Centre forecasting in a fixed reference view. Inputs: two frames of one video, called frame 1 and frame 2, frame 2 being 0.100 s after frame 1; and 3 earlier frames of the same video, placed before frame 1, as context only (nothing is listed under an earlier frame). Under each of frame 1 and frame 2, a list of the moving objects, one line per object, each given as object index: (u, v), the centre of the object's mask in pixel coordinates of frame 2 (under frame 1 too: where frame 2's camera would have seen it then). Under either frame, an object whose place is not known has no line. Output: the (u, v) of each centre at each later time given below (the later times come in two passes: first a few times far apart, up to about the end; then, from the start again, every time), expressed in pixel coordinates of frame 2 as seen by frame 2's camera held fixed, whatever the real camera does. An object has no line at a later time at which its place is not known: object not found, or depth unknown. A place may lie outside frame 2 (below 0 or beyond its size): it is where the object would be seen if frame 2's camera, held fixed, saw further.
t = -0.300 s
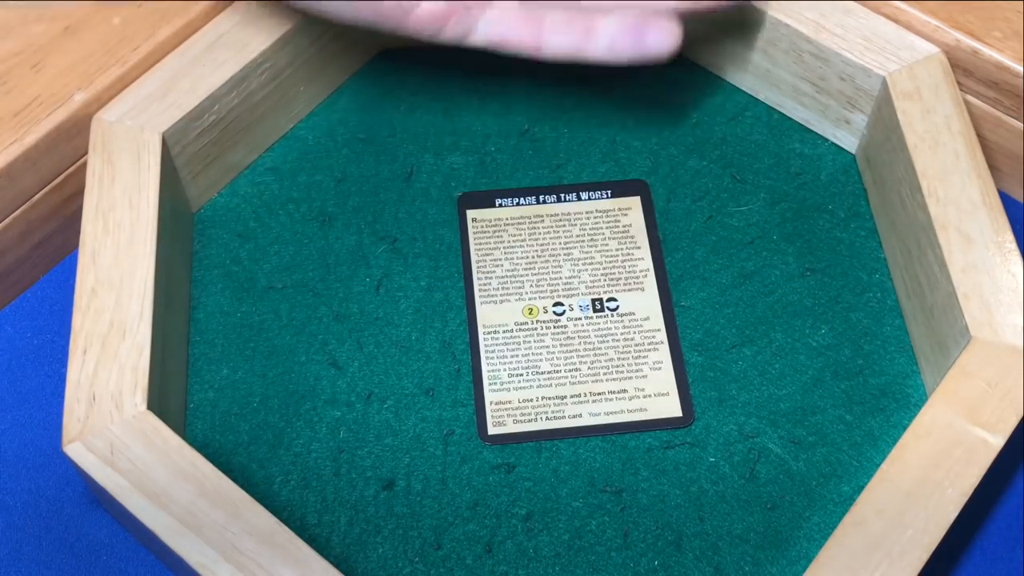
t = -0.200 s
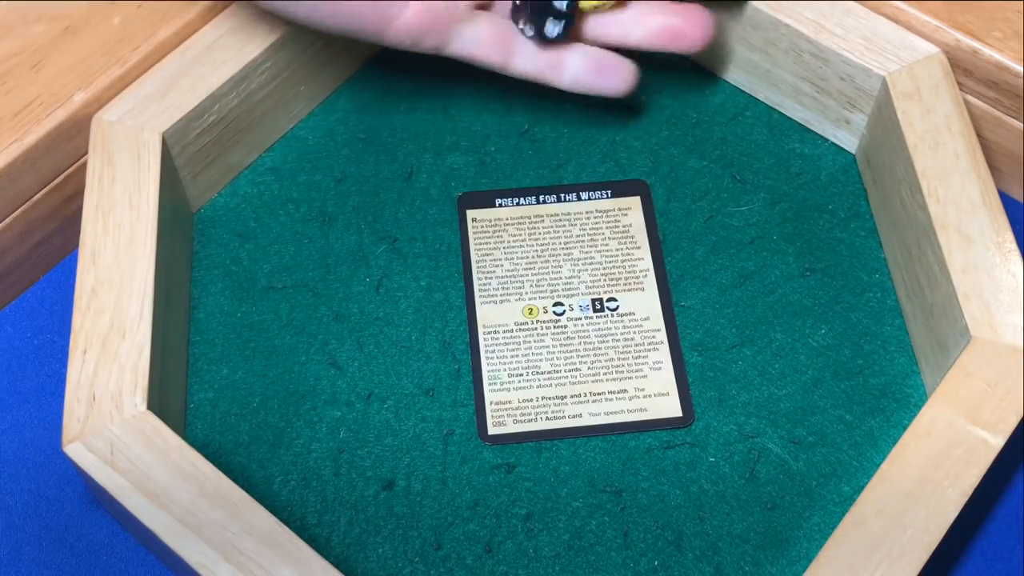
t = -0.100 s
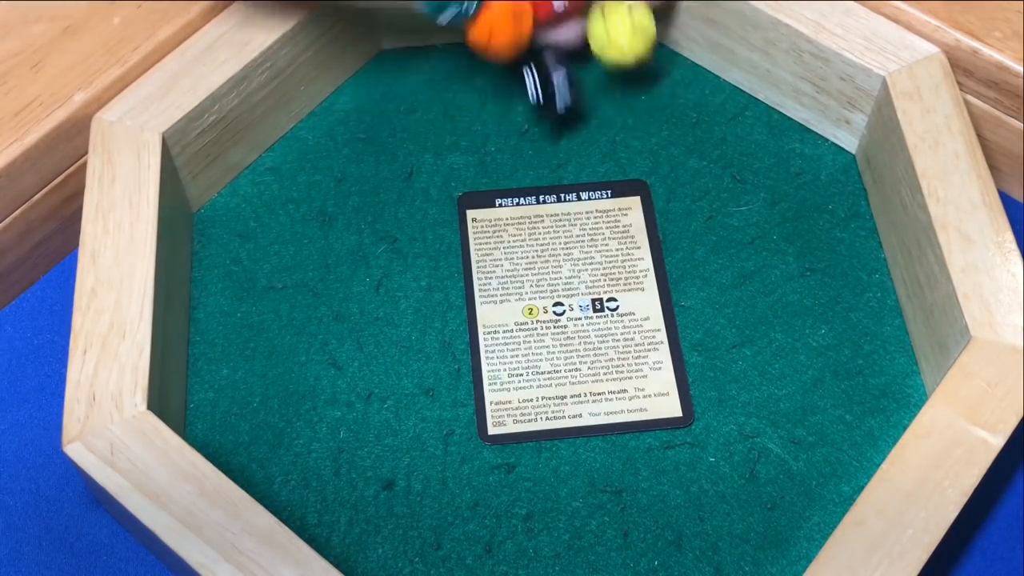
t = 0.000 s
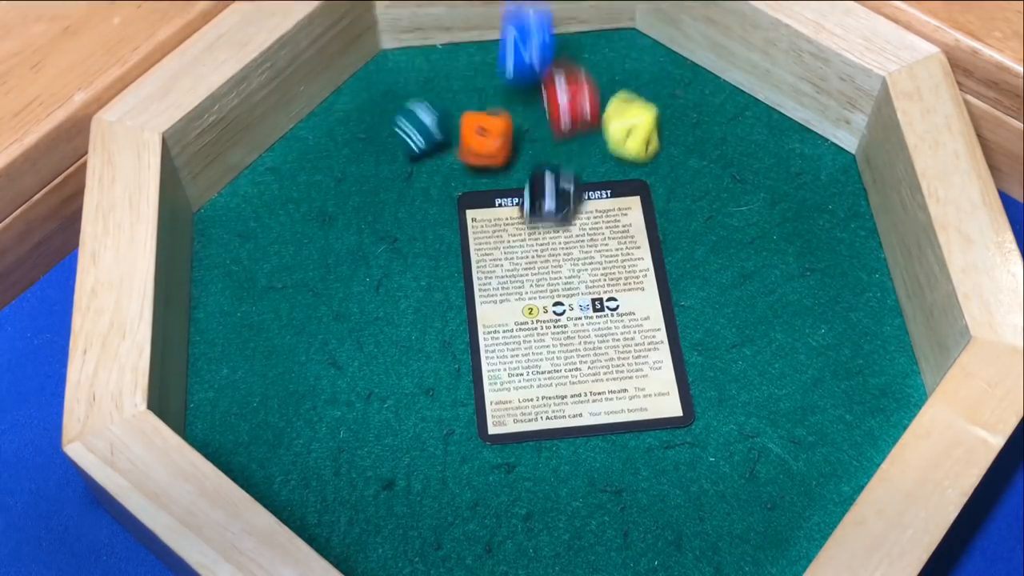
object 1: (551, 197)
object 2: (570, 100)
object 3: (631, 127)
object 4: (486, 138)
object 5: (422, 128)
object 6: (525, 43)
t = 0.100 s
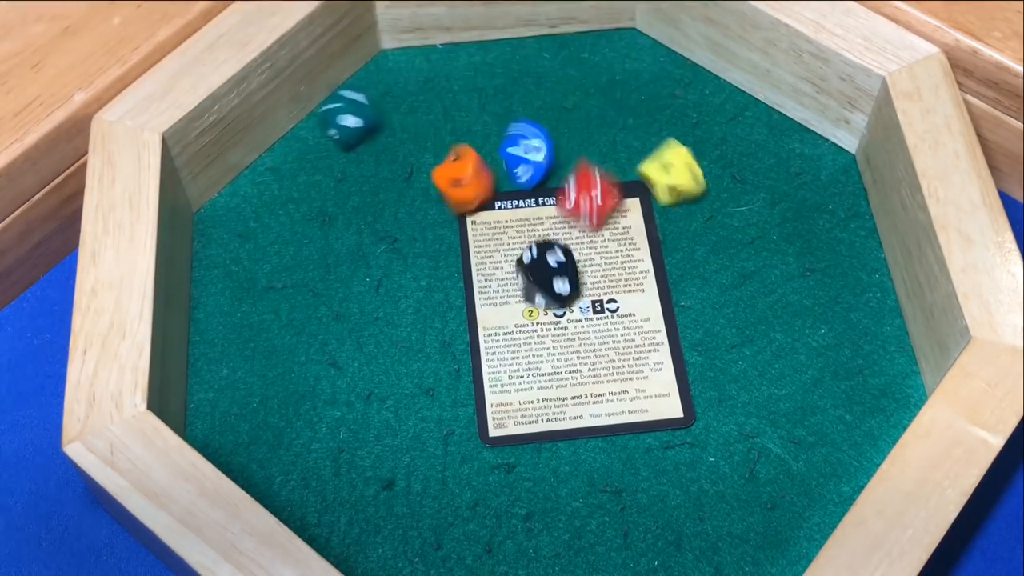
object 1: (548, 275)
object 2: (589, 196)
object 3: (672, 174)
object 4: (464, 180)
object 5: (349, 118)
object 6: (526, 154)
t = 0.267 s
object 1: (541, 331)
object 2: (598, 286)
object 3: (680, 212)
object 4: (426, 218)
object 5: (304, 136)
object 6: (585, 226)
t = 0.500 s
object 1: (541, 333)
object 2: (599, 288)
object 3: (682, 211)
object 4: (419, 227)
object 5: (302, 137)
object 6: (600, 230)
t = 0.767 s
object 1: (541, 333)
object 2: (599, 288)
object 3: (683, 211)
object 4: (418, 227)
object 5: (302, 137)
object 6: (600, 230)
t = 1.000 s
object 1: (540, 333)
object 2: (599, 288)
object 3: (683, 211)
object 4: (418, 227)
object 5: (302, 137)
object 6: (600, 230)
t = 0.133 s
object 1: (549, 292)
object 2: (593, 226)
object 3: (688, 181)
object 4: (460, 189)
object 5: (325, 118)
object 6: (538, 170)
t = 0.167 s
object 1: (550, 305)
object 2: (594, 252)
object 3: (697, 192)
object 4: (455, 200)
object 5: (322, 126)
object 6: (552, 188)
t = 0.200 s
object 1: (549, 314)
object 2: (597, 272)
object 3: (692, 201)
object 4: (448, 203)
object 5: (317, 132)
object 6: (564, 203)
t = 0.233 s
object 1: (544, 326)
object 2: (597, 282)
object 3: (685, 207)
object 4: (440, 209)
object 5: (310, 134)
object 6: (576, 215)
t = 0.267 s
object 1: (541, 331)
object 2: (598, 286)
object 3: (680, 212)
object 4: (426, 218)
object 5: (304, 136)
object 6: (585, 226)
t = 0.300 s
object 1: (540, 332)
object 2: (599, 287)
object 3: (678, 211)
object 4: (420, 222)
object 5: (302, 137)
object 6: (591, 230)
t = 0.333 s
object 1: (540, 332)
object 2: (599, 288)
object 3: (679, 211)
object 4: (415, 225)
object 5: (302, 137)
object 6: (597, 231)
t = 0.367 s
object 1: (540, 332)
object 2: (599, 288)
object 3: (683, 211)
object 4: (415, 223)
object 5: (302, 137)
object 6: (600, 230)
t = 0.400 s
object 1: (540, 333)
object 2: (599, 288)
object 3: (685, 209)
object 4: (416, 225)
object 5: (302, 137)
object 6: (600, 230)
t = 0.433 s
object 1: (541, 333)
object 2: (599, 288)
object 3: (684, 210)
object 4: (418, 227)
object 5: (302, 137)
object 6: (600, 230)
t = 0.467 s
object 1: (541, 333)
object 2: (599, 288)
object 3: (682, 211)
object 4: (419, 227)
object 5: (302, 137)
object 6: (600, 230)
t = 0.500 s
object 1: (541, 333)
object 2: (599, 288)
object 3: (682, 211)
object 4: (419, 227)
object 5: (302, 137)
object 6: (600, 230)
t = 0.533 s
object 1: (541, 332)
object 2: (599, 288)
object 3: (683, 211)
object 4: (418, 227)
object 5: (302, 137)
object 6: (600, 230)
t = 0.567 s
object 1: (541, 333)
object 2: (599, 288)
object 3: (683, 211)
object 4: (418, 227)
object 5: (302, 137)
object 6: (600, 230)
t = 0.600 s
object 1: (541, 333)
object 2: (599, 288)
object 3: (683, 211)
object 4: (418, 227)
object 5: (302, 137)
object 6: (600, 230)
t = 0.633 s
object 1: (541, 332)
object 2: (599, 288)
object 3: (683, 211)
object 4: (418, 227)
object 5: (302, 137)
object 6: (600, 229)
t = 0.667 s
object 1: (540, 333)
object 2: (599, 288)
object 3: (683, 211)
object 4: (418, 227)
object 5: (302, 137)
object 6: (599, 229)
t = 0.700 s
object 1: (540, 333)
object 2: (599, 288)
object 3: (683, 211)
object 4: (418, 227)
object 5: (302, 137)
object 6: (599, 230)
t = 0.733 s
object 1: (541, 333)
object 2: (599, 288)
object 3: (683, 211)
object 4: (418, 227)
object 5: (302, 137)
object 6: (600, 230)
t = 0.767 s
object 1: (541, 333)
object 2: (599, 288)
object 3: (683, 211)
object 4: (418, 227)
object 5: (302, 137)
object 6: (600, 230)
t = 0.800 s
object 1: (540, 333)
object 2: (599, 288)
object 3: (683, 211)
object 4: (418, 227)
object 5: (302, 137)
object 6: (600, 230)
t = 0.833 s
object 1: (540, 332)
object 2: (599, 288)
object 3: (683, 211)
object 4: (418, 227)
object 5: (302, 137)
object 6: (600, 230)
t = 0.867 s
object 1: (540, 333)
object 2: (599, 288)
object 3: (683, 211)
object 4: (418, 227)
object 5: (302, 137)
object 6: (599, 230)
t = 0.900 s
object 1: (540, 333)
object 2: (599, 288)
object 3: (683, 211)
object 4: (418, 227)
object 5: (302, 137)
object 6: (599, 230)
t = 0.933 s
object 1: (541, 333)
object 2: (599, 288)
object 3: (683, 211)
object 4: (418, 227)
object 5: (302, 137)
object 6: (600, 230)
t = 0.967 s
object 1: (541, 333)
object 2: (599, 288)
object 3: (683, 211)
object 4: (418, 227)
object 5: (302, 137)
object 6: (600, 230)
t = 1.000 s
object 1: (540, 333)
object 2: (599, 288)
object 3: (683, 211)
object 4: (418, 227)
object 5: (302, 137)
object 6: (600, 230)
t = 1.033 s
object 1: (540, 333)
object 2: (599, 288)
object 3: (683, 211)
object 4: (418, 227)
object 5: (302, 137)
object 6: (600, 230)
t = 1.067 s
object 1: (541, 333)
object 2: (599, 288)
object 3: (683, 211)
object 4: (418, 227)
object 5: (302, 137)
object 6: (600, 230)
